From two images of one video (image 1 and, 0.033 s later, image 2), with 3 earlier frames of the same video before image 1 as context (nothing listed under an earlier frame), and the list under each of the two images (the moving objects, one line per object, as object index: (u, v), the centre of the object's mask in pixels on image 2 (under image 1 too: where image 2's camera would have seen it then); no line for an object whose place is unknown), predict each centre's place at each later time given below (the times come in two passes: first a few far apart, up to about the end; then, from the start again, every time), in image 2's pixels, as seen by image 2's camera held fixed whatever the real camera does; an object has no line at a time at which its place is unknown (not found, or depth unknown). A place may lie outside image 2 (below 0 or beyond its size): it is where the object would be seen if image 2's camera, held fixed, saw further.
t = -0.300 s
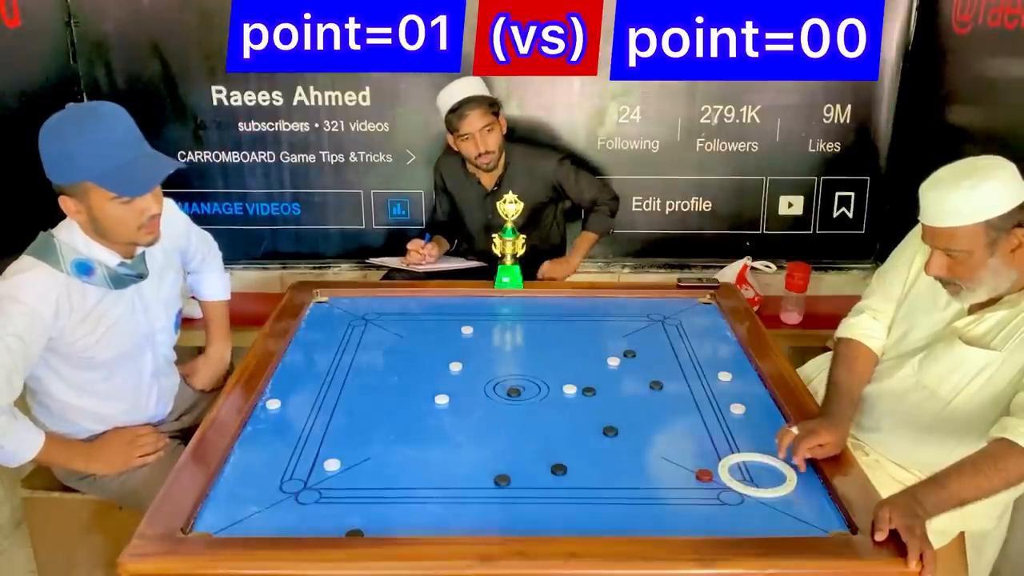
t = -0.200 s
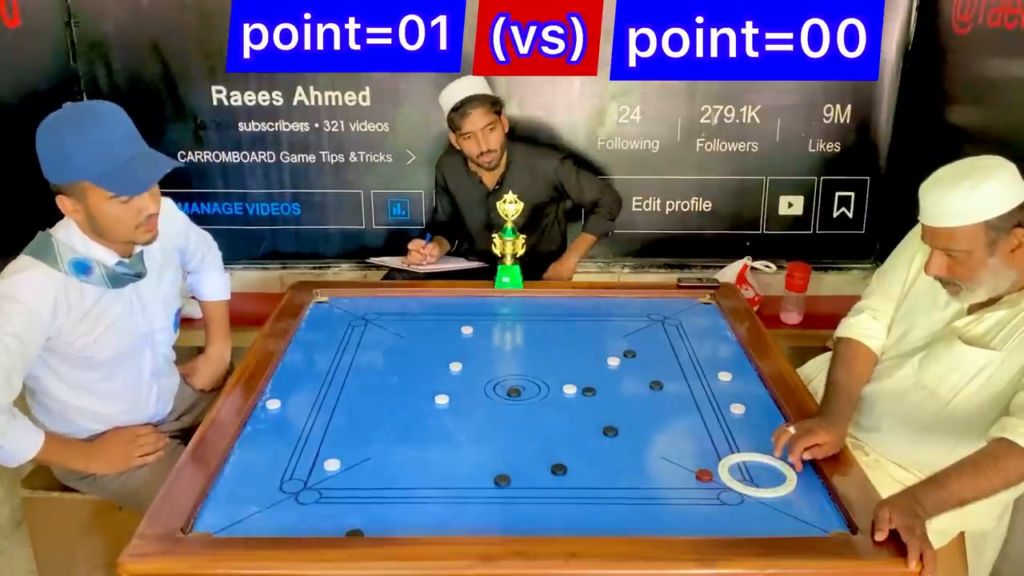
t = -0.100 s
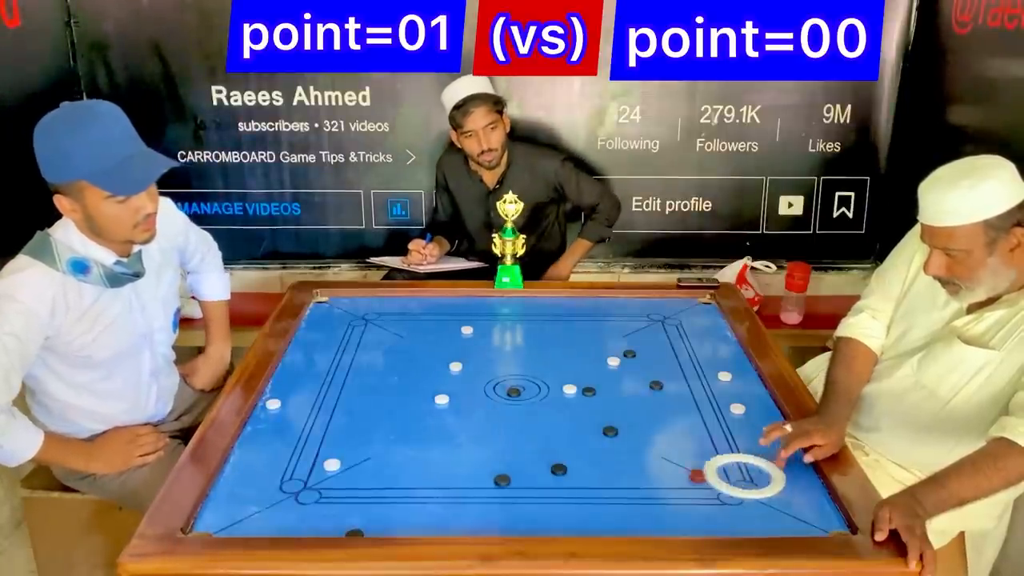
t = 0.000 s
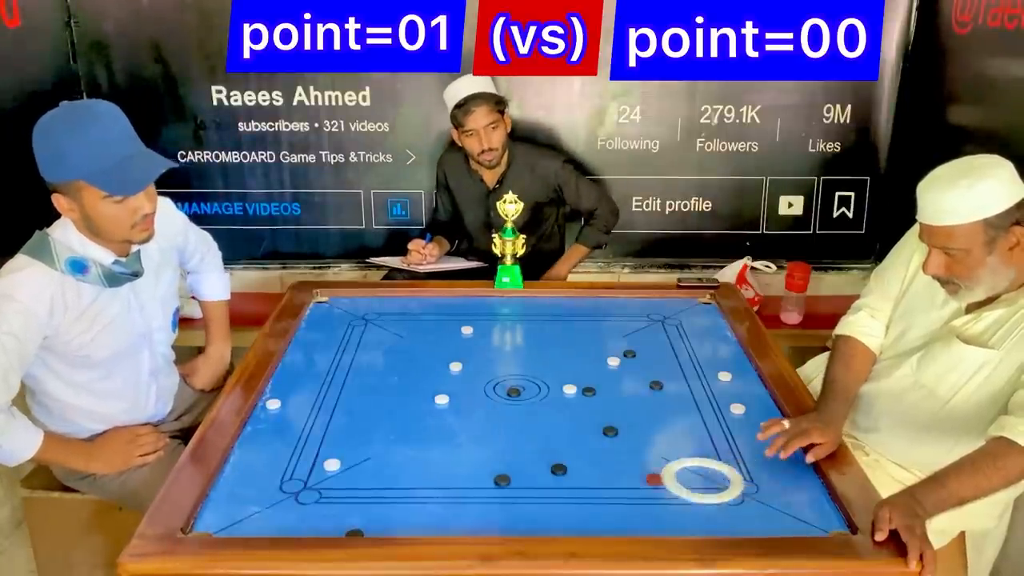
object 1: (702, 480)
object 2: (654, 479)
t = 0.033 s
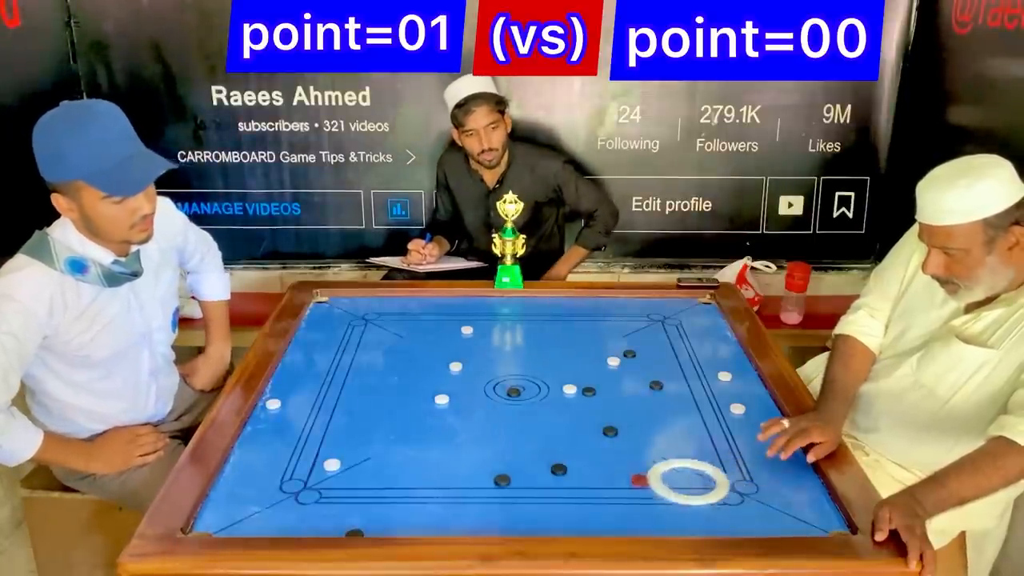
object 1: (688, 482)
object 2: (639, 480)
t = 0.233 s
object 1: (603, 490)
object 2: (551, 487)
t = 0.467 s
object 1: (511, 504)
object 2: (447, 494)
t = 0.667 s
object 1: (435, 516)
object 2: (356, 503)
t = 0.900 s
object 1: (365, 508)
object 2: (255, 511)
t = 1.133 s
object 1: (306, 493)
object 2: (232, 518)
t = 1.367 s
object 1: (254, 479)
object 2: (289, 526)
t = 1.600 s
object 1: (300, 466)
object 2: (311, 534)
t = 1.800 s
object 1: (330, 457)
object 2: (324, 528)
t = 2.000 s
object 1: (357, 449)
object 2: (334, 519)
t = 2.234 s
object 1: (385, 441)
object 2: (342, 511)
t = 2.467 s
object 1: (408, 434)
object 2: (346, 506)
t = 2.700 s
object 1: (428, 429)
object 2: (348, 504)
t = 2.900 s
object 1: (441, 425)
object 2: (347, 504)
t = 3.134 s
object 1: (453, 421)
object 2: (347, 504)
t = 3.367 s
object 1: (460, 419)
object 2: (347, 504)
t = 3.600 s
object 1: (465, 416)
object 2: (347, 504)
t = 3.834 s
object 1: (467, 414)
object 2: (347, 504)
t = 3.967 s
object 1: (468, 414)
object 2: (347, 504)
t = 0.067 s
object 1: (674, 483)
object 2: (625, 481)
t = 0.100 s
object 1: (660, 485)
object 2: (610, 482)
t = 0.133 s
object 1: (646, 486)
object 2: (595, 483)
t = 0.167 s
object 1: (632, 487)
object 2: (581, 485)
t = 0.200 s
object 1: (618, 489)
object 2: (566, 486)
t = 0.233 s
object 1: (603, 490)
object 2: (551, 487)
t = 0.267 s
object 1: (589, 492)
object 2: (536, 488)
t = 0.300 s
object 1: (576, 494)
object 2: (522, 490)
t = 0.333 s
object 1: (562, 496)
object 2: (508, 492)
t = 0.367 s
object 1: (549, 497)
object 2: (491, 492)
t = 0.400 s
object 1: (536, 500)
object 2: (477, 492)
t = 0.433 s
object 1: (524, 502)
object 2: (462, 494)
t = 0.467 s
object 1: (511, 504)
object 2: (447, 494)
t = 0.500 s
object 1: (499, 507)
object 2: (432, 497)
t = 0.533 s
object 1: (486, 509)
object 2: (417, 498)
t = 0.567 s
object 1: (474, 511)
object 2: (402, 500)
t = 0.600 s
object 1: (461, 513)
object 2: (386, 500)
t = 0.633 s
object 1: (448, 515)
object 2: (371, 502)
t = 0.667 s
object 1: (435, 516)
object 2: (356, 503)
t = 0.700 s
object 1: (423, 505)
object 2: (342, 505)
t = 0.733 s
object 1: (413, 516)
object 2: (327, 505)
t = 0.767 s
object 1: (403, 515)
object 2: (312, 507)
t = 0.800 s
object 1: (393, 513)
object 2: (298, 507)
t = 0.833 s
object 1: (384, 512)
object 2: (283, 509)
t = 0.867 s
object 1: (375, 510)
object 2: (269, 510)
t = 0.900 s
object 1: (365, 508)
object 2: (255, 511)
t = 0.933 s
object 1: (357, 506)
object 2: (241, 512)
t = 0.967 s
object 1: (348, 503)
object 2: (227, 513)
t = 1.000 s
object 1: (339, 501)
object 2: (213, 513)
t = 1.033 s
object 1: (331, 499)
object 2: (204, 514)
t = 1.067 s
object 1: (322, 497)
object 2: (213, 516)
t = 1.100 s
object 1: (314, 495)
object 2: (223, 517)
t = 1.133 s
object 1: (306, 493)
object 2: (232, 518)
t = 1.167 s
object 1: (298, 490)
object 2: (240, 519)
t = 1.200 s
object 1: (290, 488)
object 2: (248, 520)
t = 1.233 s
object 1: (282, 486)
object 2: (256, 521)
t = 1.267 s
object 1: (274, 484)
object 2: (265, 522)
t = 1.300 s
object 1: (267, 483)
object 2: (273, 524)
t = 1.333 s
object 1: (259, 481)
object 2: (281, 525)
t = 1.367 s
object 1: (254, 479)
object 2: (289, 526)
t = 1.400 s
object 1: (261, 477)
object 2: (296, 527)
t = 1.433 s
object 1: (268, 475)
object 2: (299, 530)
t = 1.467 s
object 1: (275, 473)
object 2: (302, 531)
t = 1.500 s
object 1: (282, 471)
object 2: (304, 532)
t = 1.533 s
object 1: (288, 469)
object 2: (307, 533)
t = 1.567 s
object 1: (294, 467)
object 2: (310, 534)
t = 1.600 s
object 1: (300, 466)
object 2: (311, 534)
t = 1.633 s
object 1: (305, 464)
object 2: (314, 533)
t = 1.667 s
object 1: (310, 463)
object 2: (316, 532)
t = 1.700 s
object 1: (316, 461)
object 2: (318, 531)
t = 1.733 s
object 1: (321, 460)
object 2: (320, 531)
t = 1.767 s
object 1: (326, 458)
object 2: (322, 530)
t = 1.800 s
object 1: (330, 457)
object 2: (324, 528)
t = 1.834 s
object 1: (335, 455)
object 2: (326, 526)
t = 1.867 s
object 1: (340, 454)
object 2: (328, 525)
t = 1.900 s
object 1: (344, 453)
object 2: (329, 523)
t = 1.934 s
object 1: (349, 452)
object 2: (331, 522)
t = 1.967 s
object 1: (353, 450)
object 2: (333, 520)
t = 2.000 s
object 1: (357, 449)
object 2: (334, 519)
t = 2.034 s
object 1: (361, 448)
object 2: (336, 517)
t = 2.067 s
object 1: (366, 447)
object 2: (337, 516)
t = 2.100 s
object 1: (370, 446)
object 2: (338, 515)
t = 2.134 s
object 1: (373, 444)
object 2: (339, 514)
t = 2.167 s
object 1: (377, 443)
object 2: (340, 513)
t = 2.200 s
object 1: (381, 442)
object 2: (341, 511)
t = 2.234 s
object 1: (385, 441)
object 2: (342, 511)
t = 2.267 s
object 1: (388, 440)
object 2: (343, 510)
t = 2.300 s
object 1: (392, 439)
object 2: (344, 509)
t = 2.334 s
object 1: (395, 438)
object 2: (345, 508)
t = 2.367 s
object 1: (399, 437)
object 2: (345, 508)
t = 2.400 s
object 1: (402, 436)
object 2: (346, 507)
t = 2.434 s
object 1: (405, 435)
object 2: (346, 506)
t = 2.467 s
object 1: (408, 434)
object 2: (346, 506)
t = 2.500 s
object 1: (411, 433)
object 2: (347, 505)
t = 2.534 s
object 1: (415, 432)
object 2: (347, 505)
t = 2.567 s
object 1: (417, 432)
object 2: (347, 505)
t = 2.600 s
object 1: (420, 431)
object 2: (347, 505)
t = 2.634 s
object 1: (423, 430)
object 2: (347, 504)
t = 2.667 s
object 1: (425, 429)
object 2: (347, 504)
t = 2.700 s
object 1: (428, 429)
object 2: (348, 504)
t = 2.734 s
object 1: (430, 428)
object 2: (347, 504)
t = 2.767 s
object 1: (433, 427)
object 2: (347, 504)
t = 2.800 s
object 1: (435, 427)
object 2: (347, 504)
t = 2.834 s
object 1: (437, 426)
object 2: (347, 504)
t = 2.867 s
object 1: (439, 426)
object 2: (347, 504)
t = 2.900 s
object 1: (441, 425)
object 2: (347, 504)
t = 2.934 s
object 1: (443, 424)
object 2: (347, 504)
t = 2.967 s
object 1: (445, 424)
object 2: (347, 504)
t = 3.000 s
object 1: (447, 423)
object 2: (347, 504)
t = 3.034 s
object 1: (448, 423)
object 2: (347, 504)
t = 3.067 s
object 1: (450, 422)
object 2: (347, 504)
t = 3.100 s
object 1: (451, 422)
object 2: (347, 504)
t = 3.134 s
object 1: (453, 421)
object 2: (347, 504)
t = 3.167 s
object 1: (454, 421)
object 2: (347, 504)
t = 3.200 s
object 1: (455, 421)
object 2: (347, 504)
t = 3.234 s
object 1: (456, 420)
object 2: (347, 504)
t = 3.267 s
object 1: (457, 420)
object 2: (347, 504)
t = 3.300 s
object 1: (458, 419)
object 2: (347, 504)
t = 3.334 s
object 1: (459, 419)
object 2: (347, 504)
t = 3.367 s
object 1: (460, 419)
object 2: (347, 504)
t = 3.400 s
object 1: (461, 418)
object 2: (347, 504)
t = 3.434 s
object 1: (462, 418)
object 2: (347, 504)
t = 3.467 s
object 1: (462, 417)
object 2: (347, 504)
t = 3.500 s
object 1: (463, 417)
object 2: (347, 504)
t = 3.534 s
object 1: (464, 417)
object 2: (347, 504)
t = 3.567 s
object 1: (464, 416)
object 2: (347, 504)
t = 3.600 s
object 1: (465, 416)
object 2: (347, 504)
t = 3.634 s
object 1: (465, 416)
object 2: (347, 504)
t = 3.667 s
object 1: (465, 415)
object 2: (347, 504)
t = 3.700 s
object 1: (466, 415)
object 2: (347, 504)
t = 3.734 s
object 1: (466, 415)
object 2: (347, 504)
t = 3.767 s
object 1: (467, 415)
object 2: (347, 504)
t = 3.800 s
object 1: (467, 415)
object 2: (347, 504)
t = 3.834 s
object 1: (467, 414)
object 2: (347, 504)
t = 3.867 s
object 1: (467, 414)
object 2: (347, 504)
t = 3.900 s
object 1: (468, 414)
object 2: (347, 504)
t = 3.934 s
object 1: (468, 414)
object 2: (347, 504)
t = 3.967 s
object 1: (468, 414)
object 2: (347, 504)
